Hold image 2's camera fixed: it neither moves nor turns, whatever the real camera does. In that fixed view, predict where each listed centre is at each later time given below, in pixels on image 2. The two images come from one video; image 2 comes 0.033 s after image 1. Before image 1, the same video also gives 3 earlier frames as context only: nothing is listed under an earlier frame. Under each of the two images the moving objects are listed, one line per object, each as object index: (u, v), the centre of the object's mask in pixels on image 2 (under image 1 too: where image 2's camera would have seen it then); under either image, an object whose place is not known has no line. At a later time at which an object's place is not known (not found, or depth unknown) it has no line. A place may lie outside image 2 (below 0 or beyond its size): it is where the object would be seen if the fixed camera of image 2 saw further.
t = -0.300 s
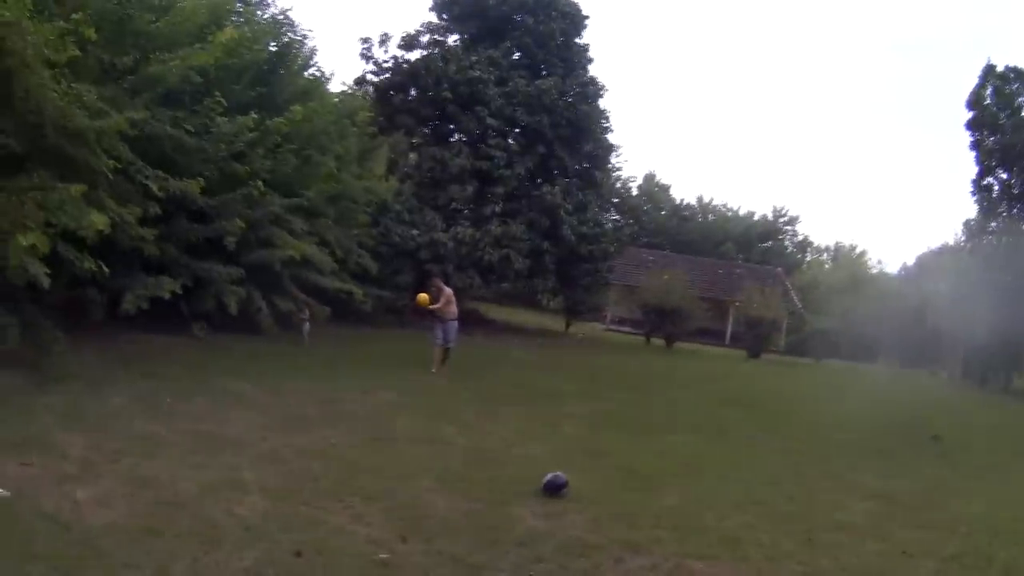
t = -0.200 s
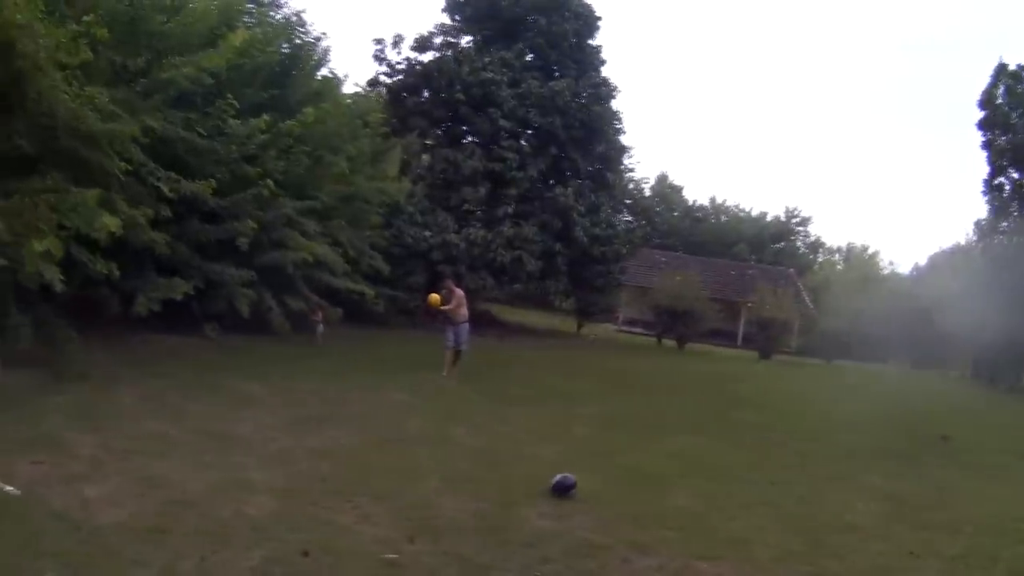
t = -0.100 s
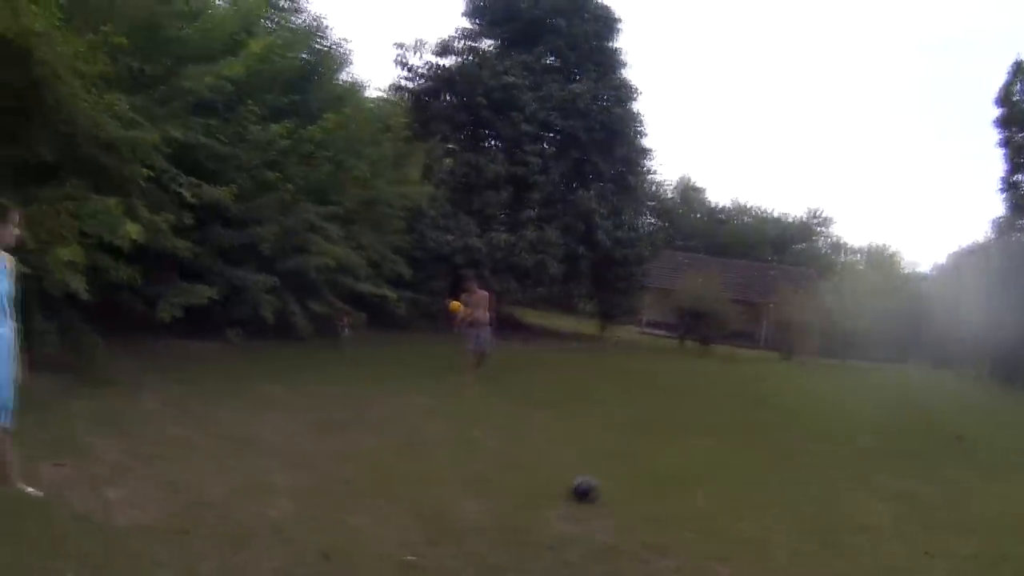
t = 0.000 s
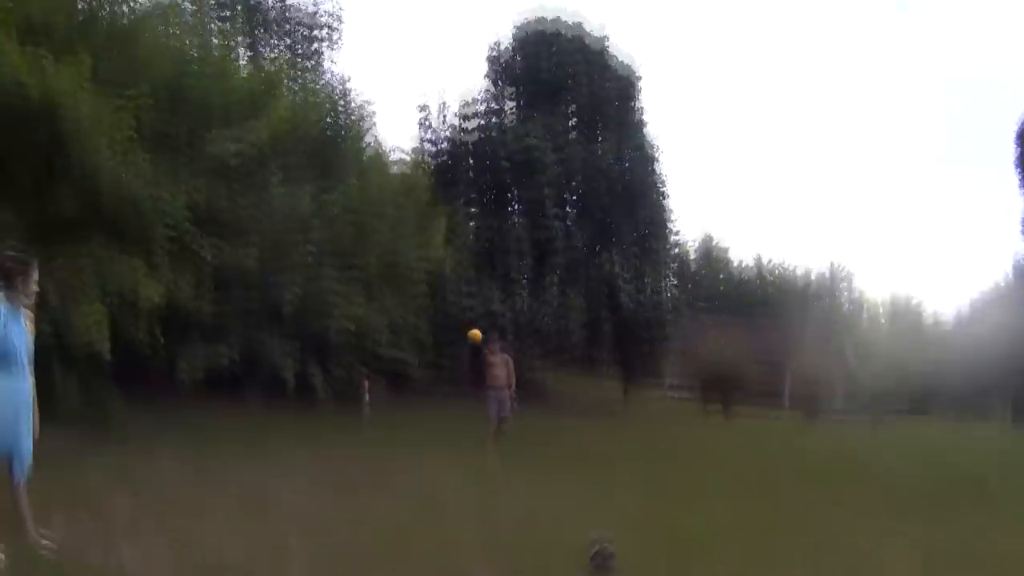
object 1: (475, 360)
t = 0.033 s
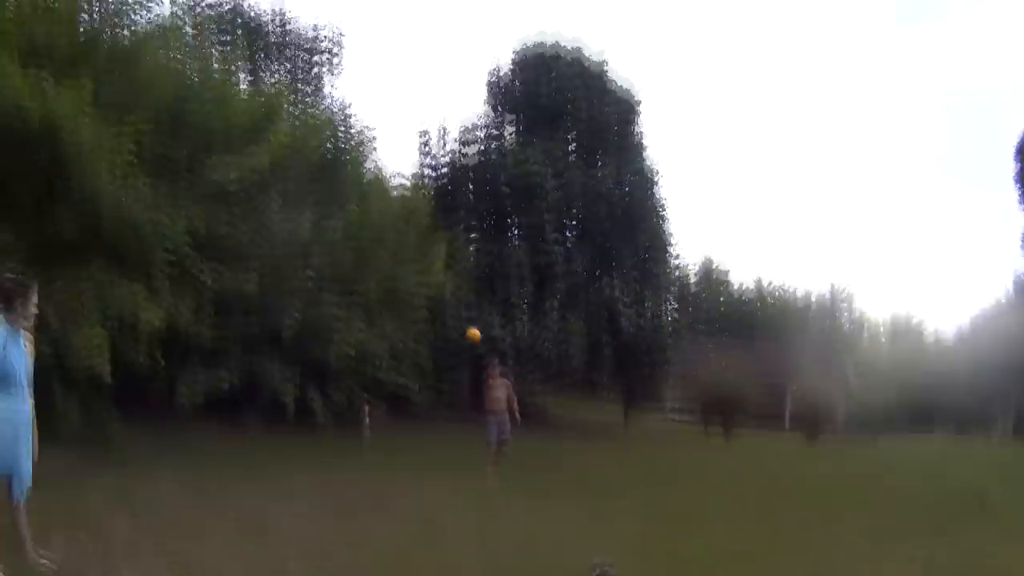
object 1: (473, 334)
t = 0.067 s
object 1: (470, 310)
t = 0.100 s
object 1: (468, 283)
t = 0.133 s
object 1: (465, 256)
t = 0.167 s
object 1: (462, 227)
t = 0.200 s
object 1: (458, 200)
